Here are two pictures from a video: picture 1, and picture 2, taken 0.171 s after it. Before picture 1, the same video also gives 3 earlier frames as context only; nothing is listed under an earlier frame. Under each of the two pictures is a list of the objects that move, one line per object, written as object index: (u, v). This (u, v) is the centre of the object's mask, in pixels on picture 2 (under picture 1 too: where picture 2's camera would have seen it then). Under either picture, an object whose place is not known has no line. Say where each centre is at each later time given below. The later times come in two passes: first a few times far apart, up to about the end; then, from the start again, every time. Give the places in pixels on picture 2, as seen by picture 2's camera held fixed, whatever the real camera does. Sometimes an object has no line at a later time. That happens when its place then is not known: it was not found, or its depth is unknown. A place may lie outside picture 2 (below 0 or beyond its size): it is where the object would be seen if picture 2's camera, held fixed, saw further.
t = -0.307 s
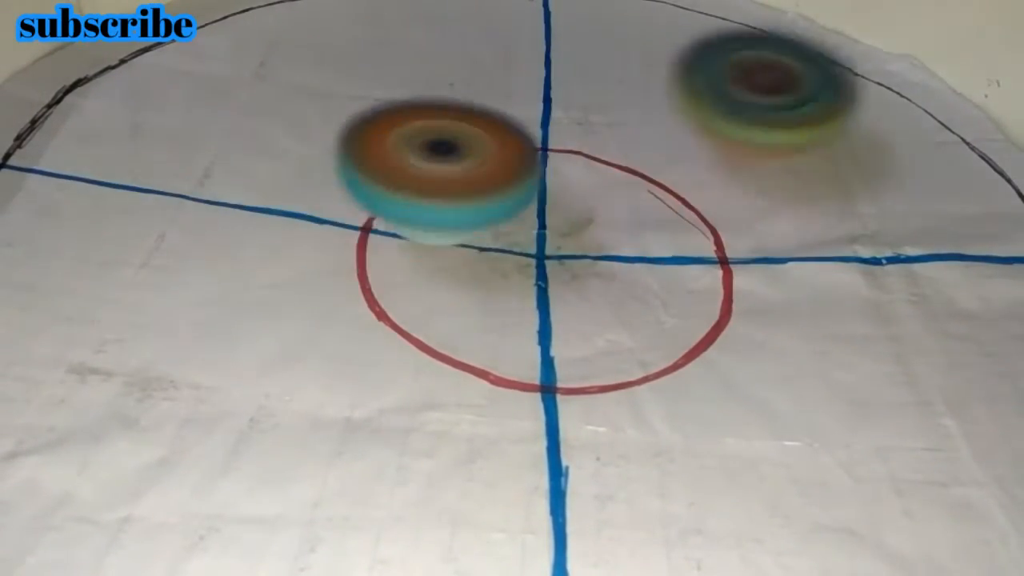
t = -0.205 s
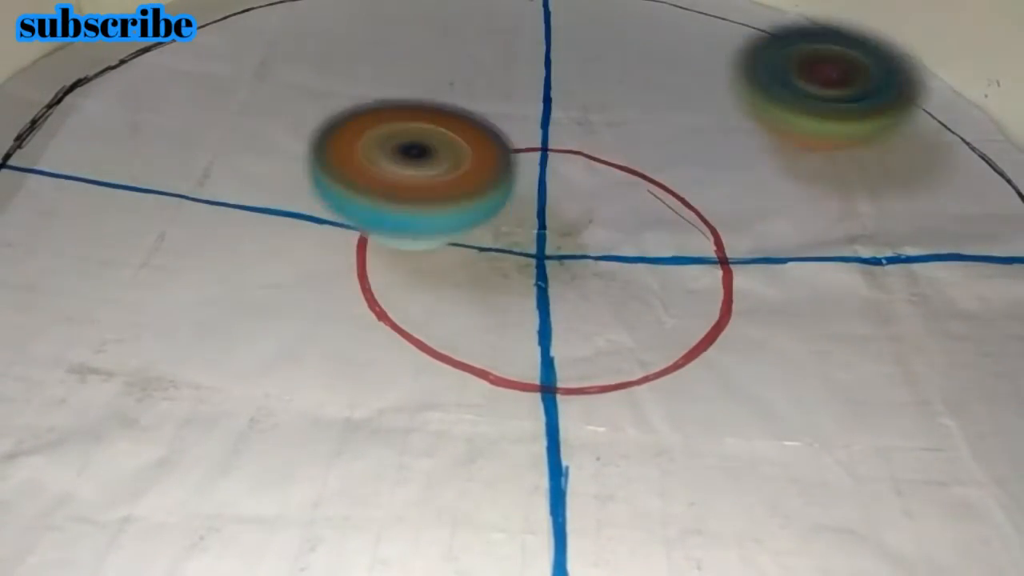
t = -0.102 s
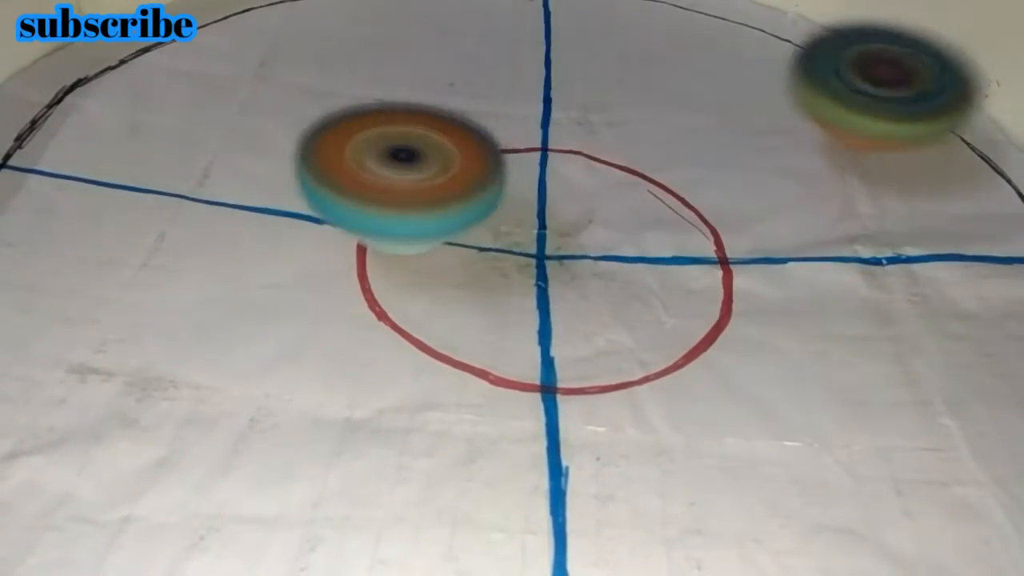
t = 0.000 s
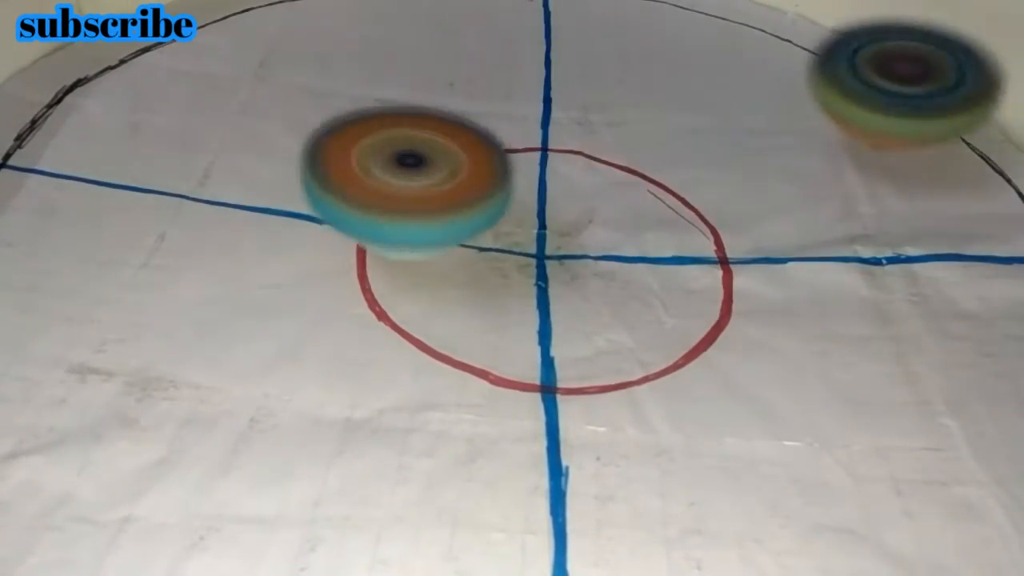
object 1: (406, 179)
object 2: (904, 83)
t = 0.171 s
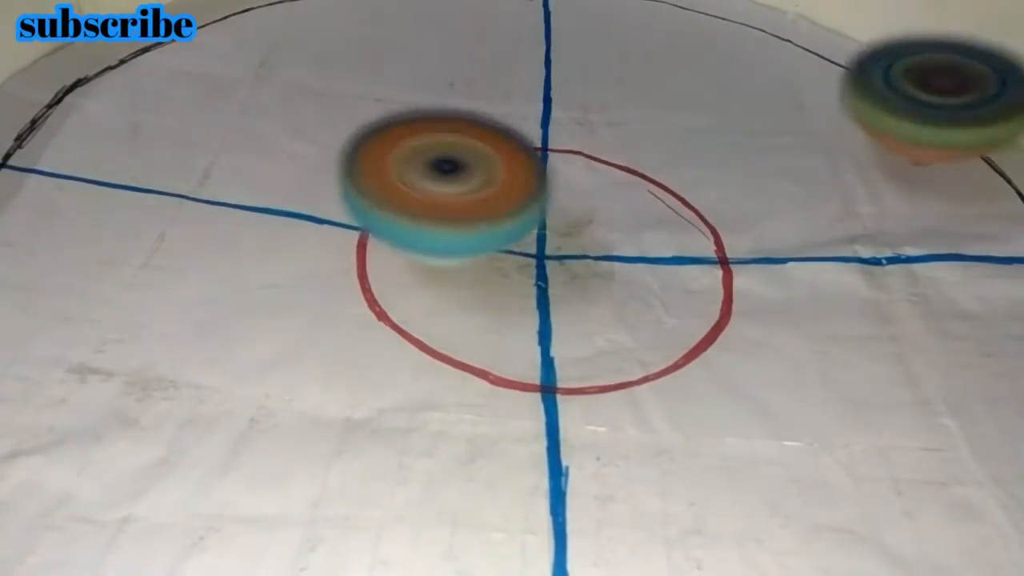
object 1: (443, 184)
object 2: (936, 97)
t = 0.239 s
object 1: (468, 187)
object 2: (936, 103)
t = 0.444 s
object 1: (555, 191)
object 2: (920, 133)
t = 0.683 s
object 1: (578, 158)
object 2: (850, 170)
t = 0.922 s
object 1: (514, 132)
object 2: (776, 157)
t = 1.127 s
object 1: (437, 105)
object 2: (710, 198)
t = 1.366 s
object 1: (388, 80)
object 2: (669, 257)
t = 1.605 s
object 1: (406, 89)
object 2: (639, 270)
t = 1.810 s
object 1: (423, 125)
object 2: (581, 230)
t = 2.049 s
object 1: (417, 118)
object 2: (633, 239)
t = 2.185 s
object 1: (423, 109)
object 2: (668, 250)
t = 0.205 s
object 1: (455, 185)
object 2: (937, 100)
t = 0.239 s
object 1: (468, 187)
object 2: (936, 103)
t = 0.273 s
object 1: (483, 189)
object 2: (935, 108)
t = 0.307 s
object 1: (496, 188)
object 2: (936, 113)
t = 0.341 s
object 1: (507, 187)
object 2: (936, 117)
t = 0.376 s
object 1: (521, 188)
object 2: (931, 122)
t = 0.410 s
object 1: (537, 190)
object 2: (925, 127)
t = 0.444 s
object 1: (555, 191)
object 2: (920, 133)
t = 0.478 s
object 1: (566, 186)
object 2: (905, 141)
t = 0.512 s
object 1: (575, 182)
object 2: (888, 150)
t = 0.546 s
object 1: (587, 179)
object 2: (866, 158)
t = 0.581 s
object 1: (601, 178)
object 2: (848, 165)
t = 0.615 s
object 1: (613, 175)
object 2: (830, 170)
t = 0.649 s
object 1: (598, 167)
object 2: (835, 171)
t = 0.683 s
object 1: (578, 158)
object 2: (850, 170)
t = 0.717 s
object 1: (568, 154)
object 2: (861, 166)
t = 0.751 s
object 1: (559, 151)
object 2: (868, 159)
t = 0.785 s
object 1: (549, 146)
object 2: (861, 153)
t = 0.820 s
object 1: (540, 142)
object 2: (843, 152)
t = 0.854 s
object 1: (530, 139)
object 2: (824, 153)
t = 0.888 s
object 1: (521, 135)
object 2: (801, 155)
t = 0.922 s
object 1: (514, 132)
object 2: (776, 157)
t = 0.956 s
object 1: (507, 128)
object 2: (749, 160)
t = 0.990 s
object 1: (501, 129)
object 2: (722, 164)
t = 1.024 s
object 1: (496, 131)
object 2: (699, 166)
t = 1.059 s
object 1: (477, 127)
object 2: (695, 175)
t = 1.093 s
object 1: (457, 113)
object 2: (706, 189)
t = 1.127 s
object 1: (437, 105)
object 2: (710, 198)
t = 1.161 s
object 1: (425, 101)
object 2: (700, 205)
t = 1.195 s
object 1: (414, 97)
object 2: (692, 213)
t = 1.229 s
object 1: (407, 93)
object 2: (689, 223)
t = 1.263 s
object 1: (399, 88)
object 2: (689, 230)
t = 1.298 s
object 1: (392, 82)
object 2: (686, 238)
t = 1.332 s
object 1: (386, 81)
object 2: (679, 246)
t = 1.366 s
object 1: (388, 80)
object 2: (669, 257)
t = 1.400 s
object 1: (389, 80)
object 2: (665, 266)
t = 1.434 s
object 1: (394, 80)
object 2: (664, 269)
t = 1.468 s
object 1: (399, 80)
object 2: (657, 273)
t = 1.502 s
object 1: (405, 83)
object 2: (652, 275)
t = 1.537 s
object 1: (405, 84)
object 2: (649, 277)
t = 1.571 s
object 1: (406, 89)
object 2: (644, 274)
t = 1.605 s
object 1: (406, 89)
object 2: (639, 270)
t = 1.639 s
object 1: (408, 94)
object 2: (629, 264)
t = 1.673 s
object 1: (411, 98)
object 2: (623, 260)
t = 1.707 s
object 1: (416, 105)
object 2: (614, 254)
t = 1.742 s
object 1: (420, 111)
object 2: (595, 245)
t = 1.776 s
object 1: (421, 120)
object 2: (589, 238)
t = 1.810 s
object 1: (423, 125)
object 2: (581, 230)
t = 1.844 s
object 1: (424, 132)
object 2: (578, 224)
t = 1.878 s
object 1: (428, 134)
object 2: (580, 220)
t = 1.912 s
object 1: (426, 130)
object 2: (589, 223)
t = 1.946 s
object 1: (428, 127)
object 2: (604, 228)
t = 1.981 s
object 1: (427, 124)
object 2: (616, 232)
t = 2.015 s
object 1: (418, 121)
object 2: (625, 235)
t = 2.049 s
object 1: (417, 118)
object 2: (633, 239)
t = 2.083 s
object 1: (417, 114)
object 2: (644, 241)
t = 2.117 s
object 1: (417, 111)
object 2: (656, 245)
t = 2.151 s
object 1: (424, 110)
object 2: (663, 247)
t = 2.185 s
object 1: (423, 109)
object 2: (668, 250)
